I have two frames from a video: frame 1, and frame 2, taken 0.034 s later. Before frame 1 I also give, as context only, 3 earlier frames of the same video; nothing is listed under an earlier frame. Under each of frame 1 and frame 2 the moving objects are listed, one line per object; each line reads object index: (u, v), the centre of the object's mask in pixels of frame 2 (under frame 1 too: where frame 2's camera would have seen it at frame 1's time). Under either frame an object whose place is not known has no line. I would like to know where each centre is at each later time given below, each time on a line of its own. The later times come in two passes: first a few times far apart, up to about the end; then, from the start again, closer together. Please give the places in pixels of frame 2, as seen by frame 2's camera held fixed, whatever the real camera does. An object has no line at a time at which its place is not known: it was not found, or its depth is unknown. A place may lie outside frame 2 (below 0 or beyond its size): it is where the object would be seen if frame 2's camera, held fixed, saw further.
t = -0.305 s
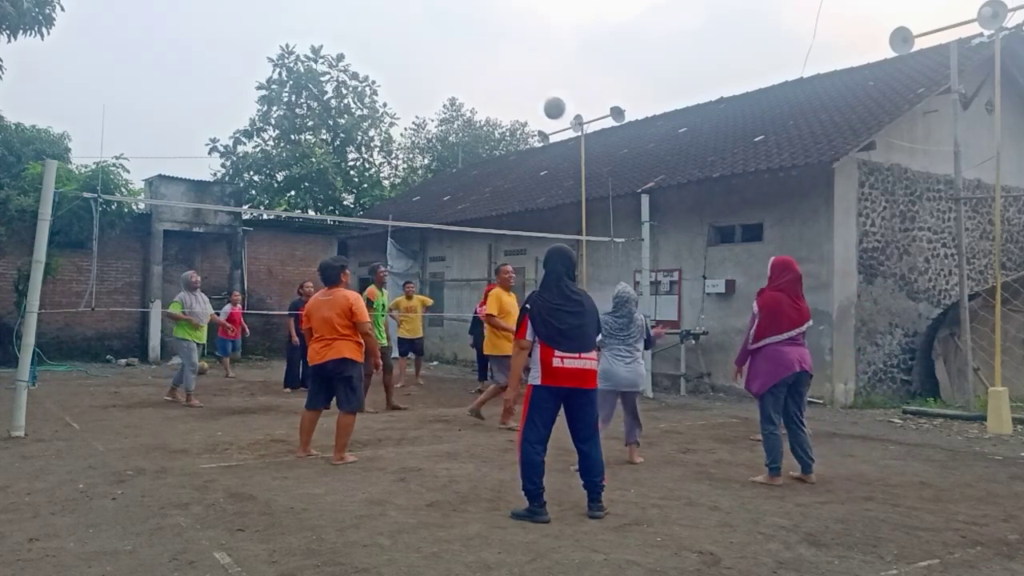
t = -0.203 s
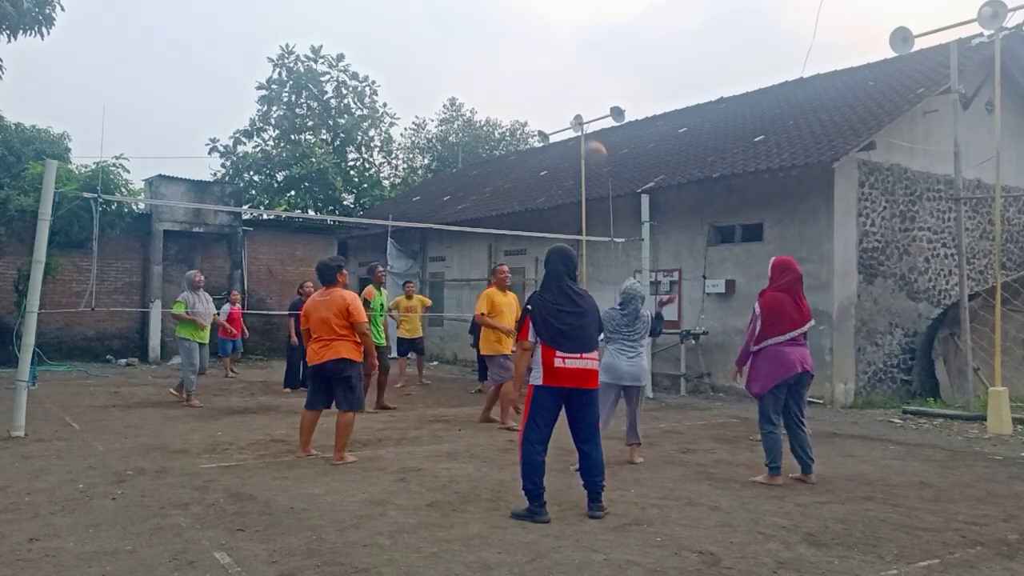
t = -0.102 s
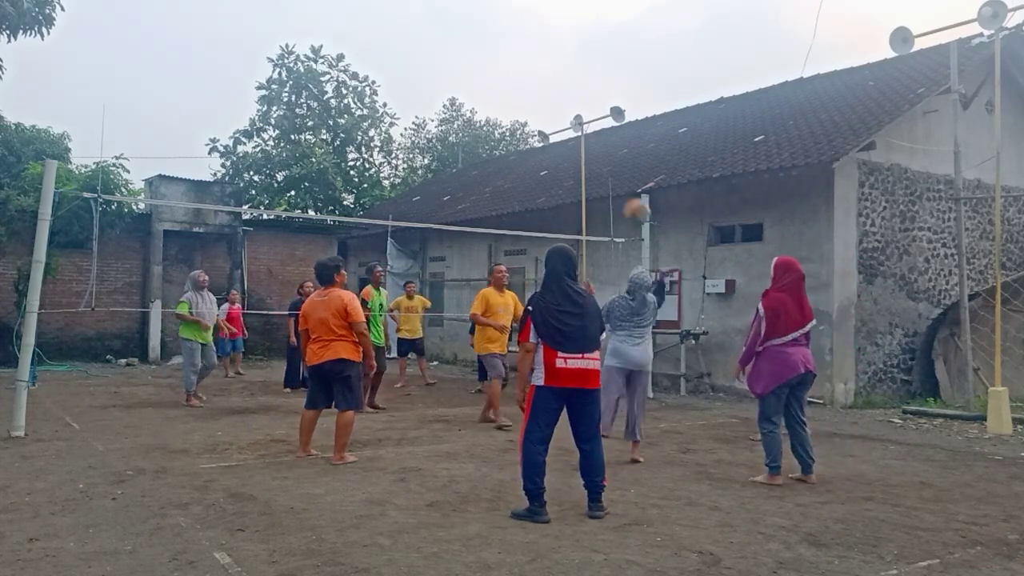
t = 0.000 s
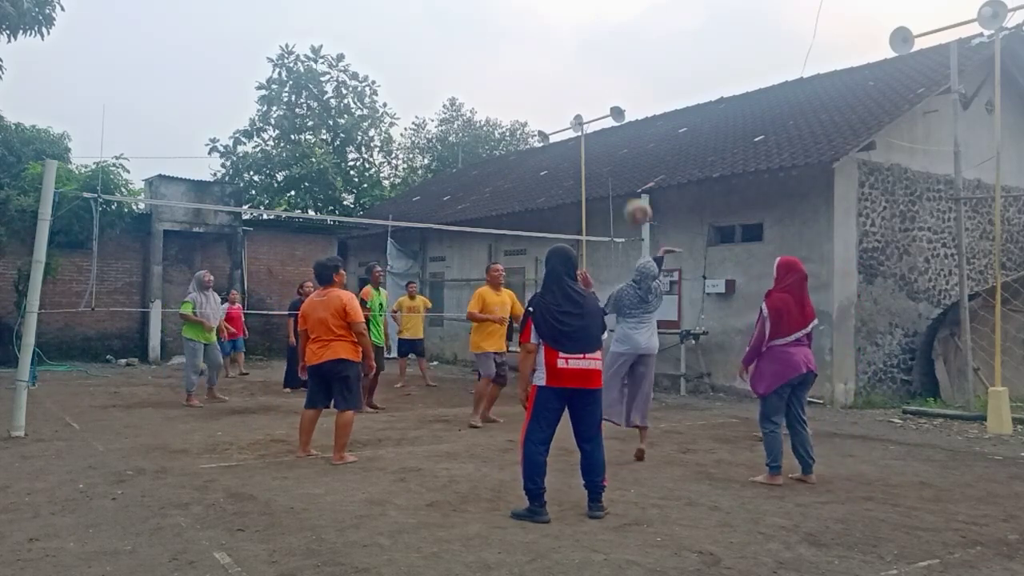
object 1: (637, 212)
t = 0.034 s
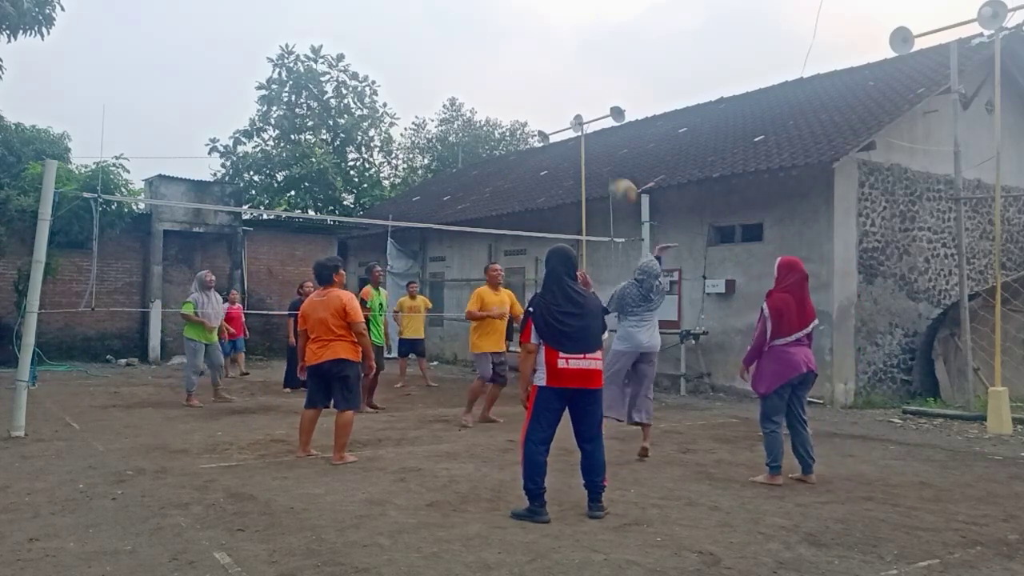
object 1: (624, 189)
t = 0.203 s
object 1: (556, 117)
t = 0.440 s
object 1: (464, 71)
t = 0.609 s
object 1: (400, 77)
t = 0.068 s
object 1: (609, 172)
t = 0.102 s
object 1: (596, 155)
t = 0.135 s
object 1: (583, 143)
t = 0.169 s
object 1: (568, 130)
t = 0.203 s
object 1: (556, 117)
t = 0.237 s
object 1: (542, 106)
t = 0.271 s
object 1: (529, 96)
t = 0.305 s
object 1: (515, 88)
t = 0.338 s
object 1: (501, 82)
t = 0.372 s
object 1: (489, 77)
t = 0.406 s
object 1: (476, 74)
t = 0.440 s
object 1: (464, 71)
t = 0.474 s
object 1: (451, 69)
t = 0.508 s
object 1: (438, 69)
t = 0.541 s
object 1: (425, 70)
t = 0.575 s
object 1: (412, 73)
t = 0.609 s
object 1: (400, 77)
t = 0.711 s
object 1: (364, 95)
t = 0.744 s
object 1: (353, 101)
